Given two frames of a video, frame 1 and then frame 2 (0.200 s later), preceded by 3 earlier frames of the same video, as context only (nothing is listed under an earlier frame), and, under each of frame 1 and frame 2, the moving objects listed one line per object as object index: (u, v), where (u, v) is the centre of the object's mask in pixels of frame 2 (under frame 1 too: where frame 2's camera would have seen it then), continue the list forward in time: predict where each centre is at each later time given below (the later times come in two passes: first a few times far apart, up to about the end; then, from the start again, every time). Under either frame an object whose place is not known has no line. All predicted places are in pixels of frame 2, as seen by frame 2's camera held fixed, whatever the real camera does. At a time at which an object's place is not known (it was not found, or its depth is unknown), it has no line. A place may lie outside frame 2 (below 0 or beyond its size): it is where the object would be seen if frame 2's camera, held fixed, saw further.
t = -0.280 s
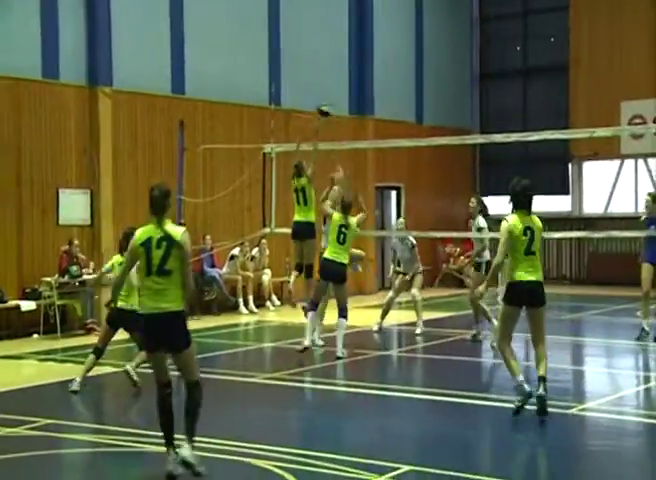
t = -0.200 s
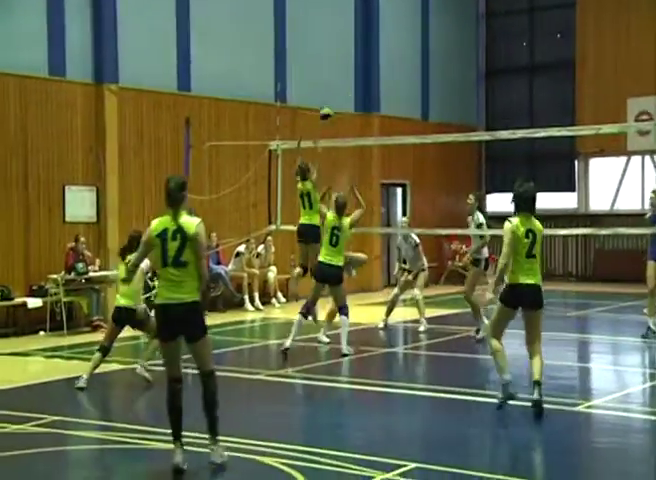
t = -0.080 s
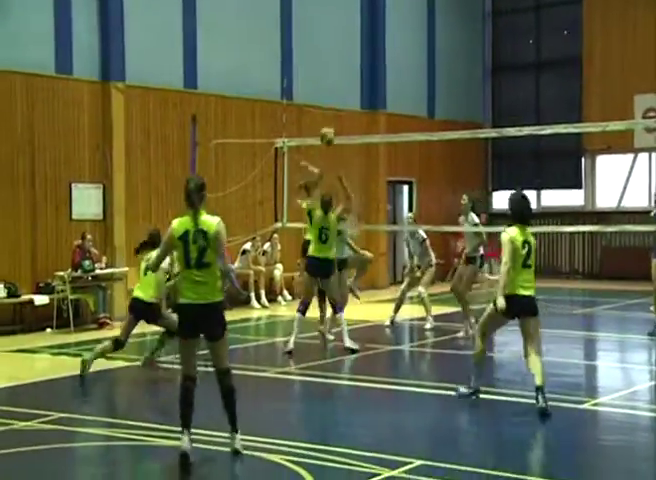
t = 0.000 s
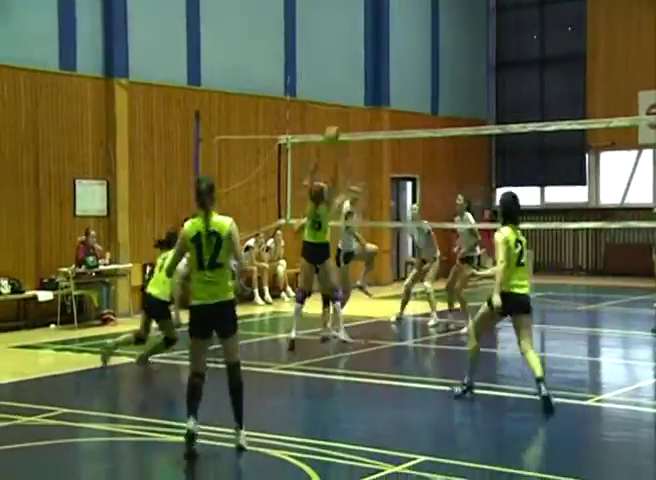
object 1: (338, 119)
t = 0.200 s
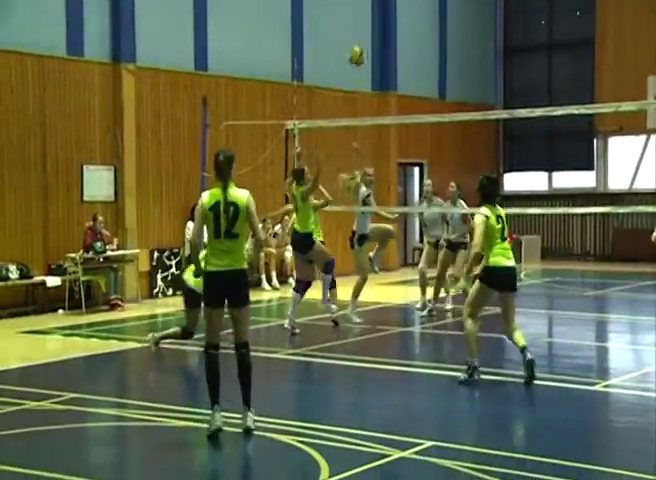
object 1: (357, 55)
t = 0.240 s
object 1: (360, 46)
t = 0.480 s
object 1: (381, 23)
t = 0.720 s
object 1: (405, 64)
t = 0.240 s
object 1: (360, 46)
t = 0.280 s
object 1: (363, 40)
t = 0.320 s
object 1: (366, 33)
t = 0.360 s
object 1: (369, 29)
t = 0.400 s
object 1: (373, 25)
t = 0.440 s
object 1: (377, 22)
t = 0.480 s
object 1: (381, 23)
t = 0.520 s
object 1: (385, 26)
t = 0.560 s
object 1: (388, 30)
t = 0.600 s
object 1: (391, 36)
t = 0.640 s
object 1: (397, 42)
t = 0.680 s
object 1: (401, 53)
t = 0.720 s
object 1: (405, 64)
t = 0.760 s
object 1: (408, 75)
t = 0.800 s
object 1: (412, 86)
